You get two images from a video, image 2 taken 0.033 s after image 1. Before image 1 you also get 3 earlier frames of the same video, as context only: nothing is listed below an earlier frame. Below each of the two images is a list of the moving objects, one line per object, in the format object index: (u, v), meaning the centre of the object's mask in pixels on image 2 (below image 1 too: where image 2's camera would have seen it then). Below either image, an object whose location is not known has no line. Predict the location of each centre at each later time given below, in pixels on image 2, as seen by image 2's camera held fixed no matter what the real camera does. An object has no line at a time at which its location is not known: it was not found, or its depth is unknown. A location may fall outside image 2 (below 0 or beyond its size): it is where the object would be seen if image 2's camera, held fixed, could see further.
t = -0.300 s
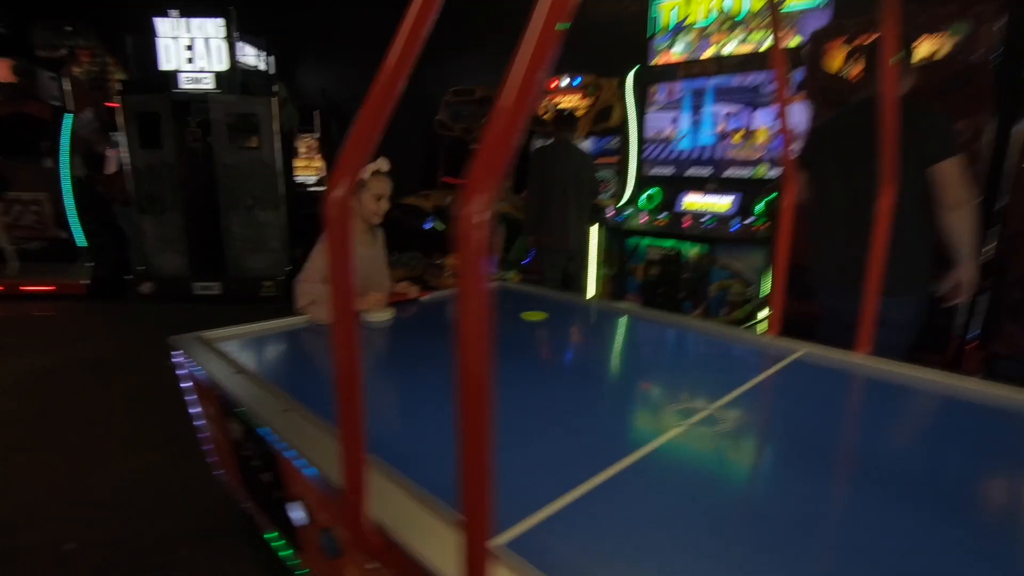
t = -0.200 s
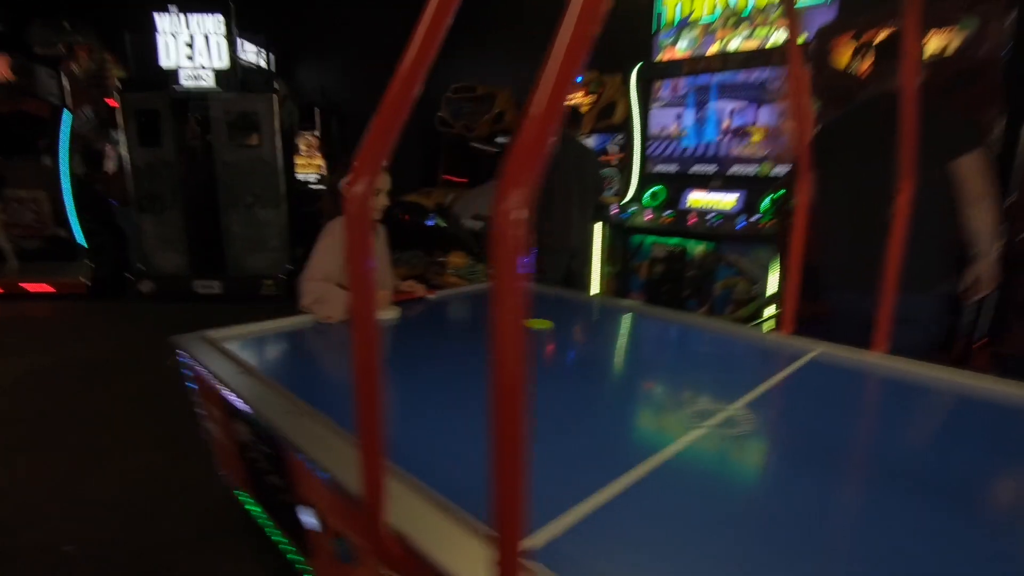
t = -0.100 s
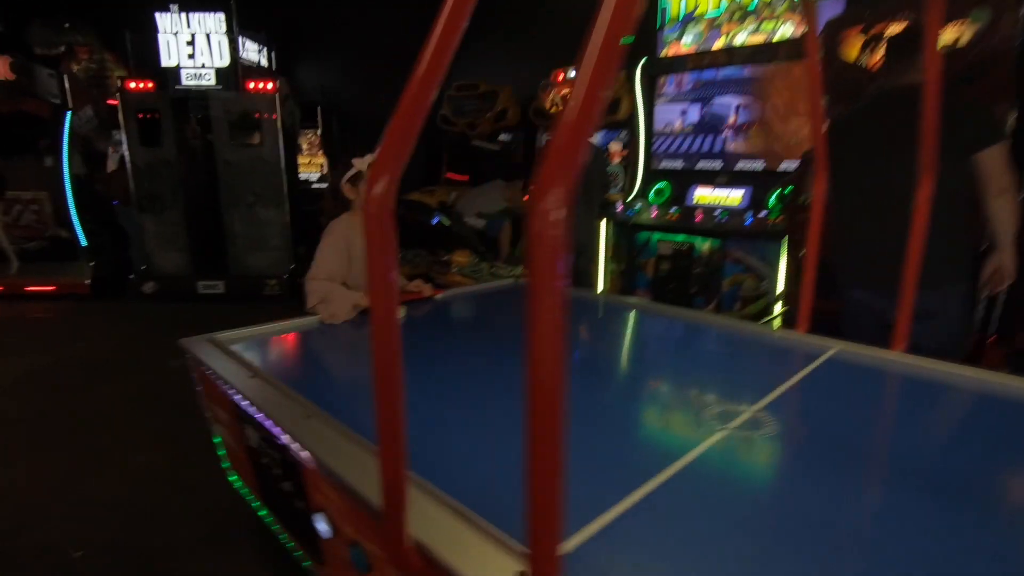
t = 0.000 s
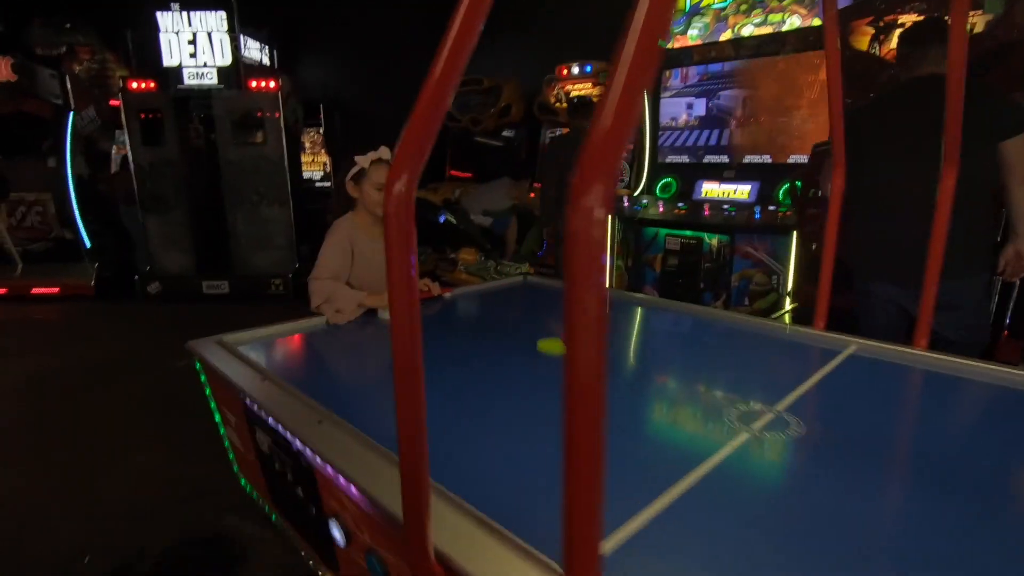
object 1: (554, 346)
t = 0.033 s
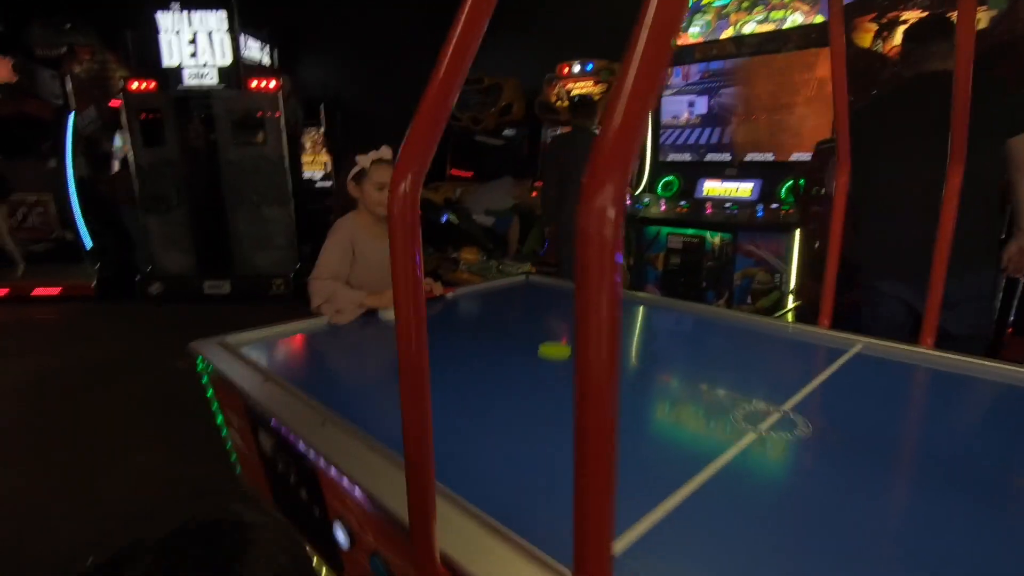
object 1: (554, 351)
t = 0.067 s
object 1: (553, 356)
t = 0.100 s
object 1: (551, 361)
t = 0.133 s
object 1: (549, 367)
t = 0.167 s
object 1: (547, 373)
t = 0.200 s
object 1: (546, 379)
